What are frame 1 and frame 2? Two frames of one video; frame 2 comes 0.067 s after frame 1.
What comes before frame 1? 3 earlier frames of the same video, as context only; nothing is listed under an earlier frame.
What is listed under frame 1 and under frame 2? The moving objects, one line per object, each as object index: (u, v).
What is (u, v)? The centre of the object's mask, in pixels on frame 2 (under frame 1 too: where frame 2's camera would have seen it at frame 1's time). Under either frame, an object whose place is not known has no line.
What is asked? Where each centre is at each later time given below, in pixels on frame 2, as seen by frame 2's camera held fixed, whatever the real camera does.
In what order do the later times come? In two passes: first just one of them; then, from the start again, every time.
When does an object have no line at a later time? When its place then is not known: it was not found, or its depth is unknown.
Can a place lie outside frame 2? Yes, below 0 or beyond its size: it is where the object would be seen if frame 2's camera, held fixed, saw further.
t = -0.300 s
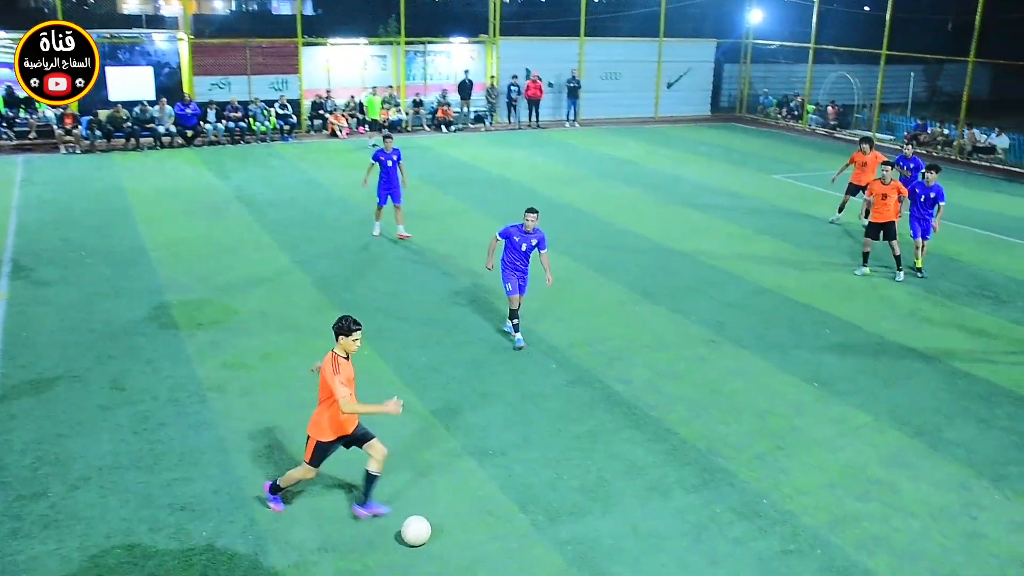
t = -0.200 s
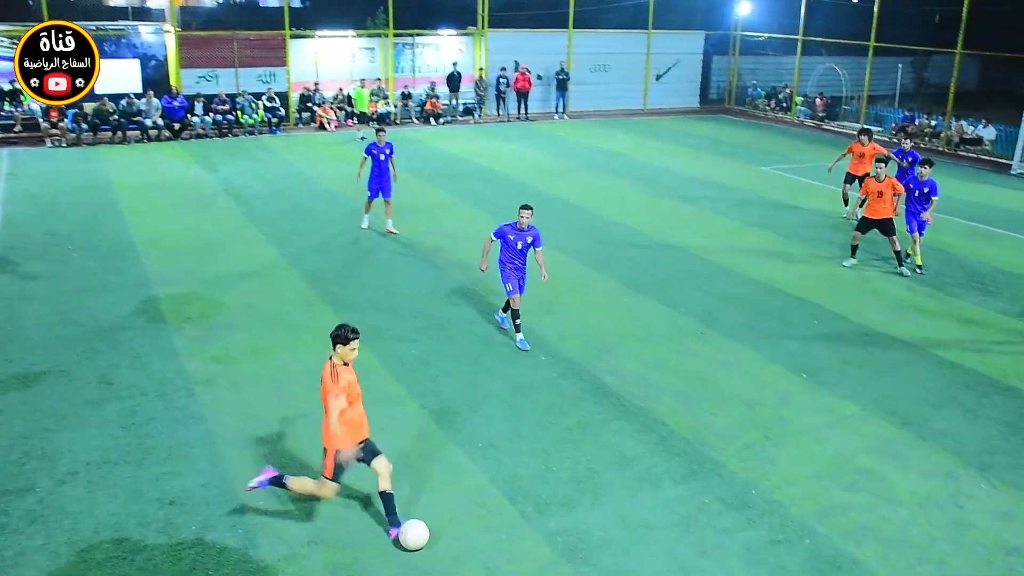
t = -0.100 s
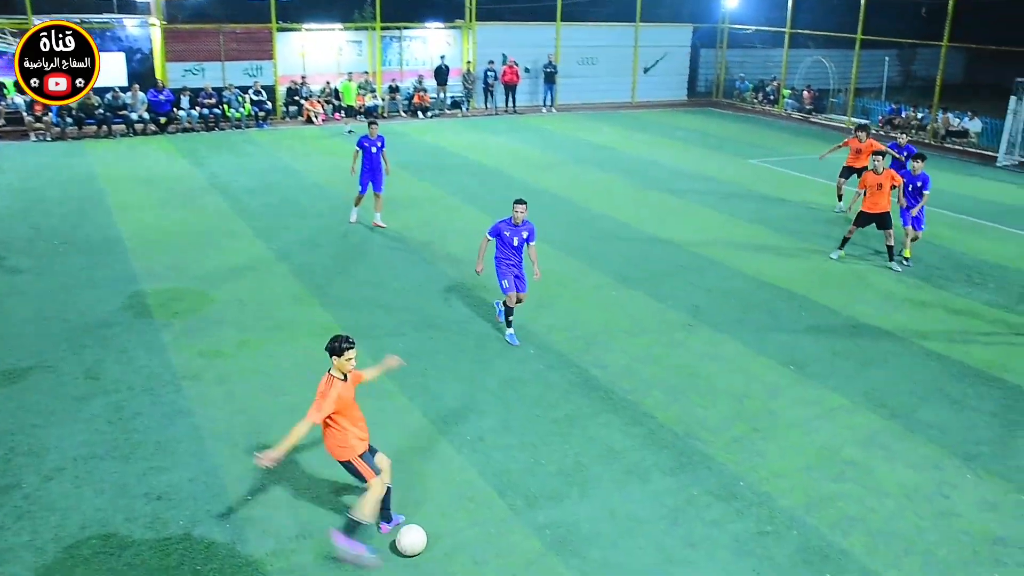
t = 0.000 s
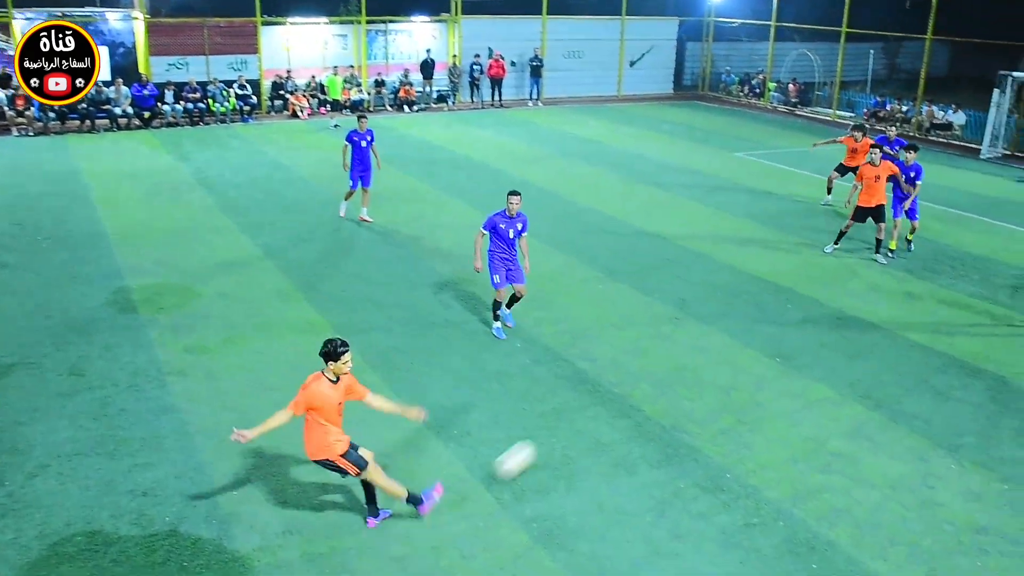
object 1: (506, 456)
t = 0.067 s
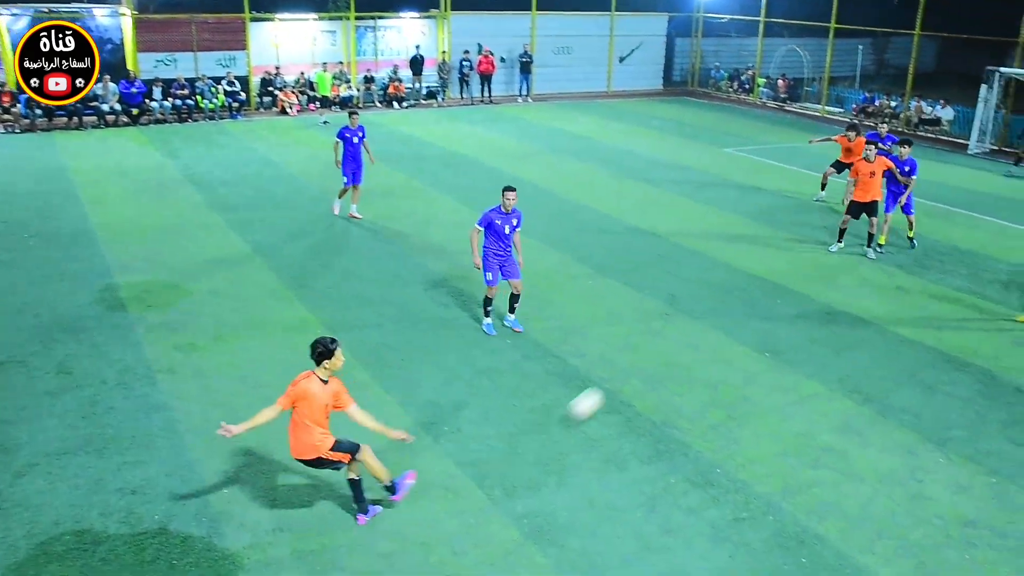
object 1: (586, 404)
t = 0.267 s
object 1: (738, 314)
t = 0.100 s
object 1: (620, 384)
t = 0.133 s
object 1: (650, 366)
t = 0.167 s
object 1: (676, 351)
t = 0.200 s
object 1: (700, 338)
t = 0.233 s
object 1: (720, 326)
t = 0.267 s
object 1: (738, 314)
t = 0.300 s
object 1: (754, 300)
